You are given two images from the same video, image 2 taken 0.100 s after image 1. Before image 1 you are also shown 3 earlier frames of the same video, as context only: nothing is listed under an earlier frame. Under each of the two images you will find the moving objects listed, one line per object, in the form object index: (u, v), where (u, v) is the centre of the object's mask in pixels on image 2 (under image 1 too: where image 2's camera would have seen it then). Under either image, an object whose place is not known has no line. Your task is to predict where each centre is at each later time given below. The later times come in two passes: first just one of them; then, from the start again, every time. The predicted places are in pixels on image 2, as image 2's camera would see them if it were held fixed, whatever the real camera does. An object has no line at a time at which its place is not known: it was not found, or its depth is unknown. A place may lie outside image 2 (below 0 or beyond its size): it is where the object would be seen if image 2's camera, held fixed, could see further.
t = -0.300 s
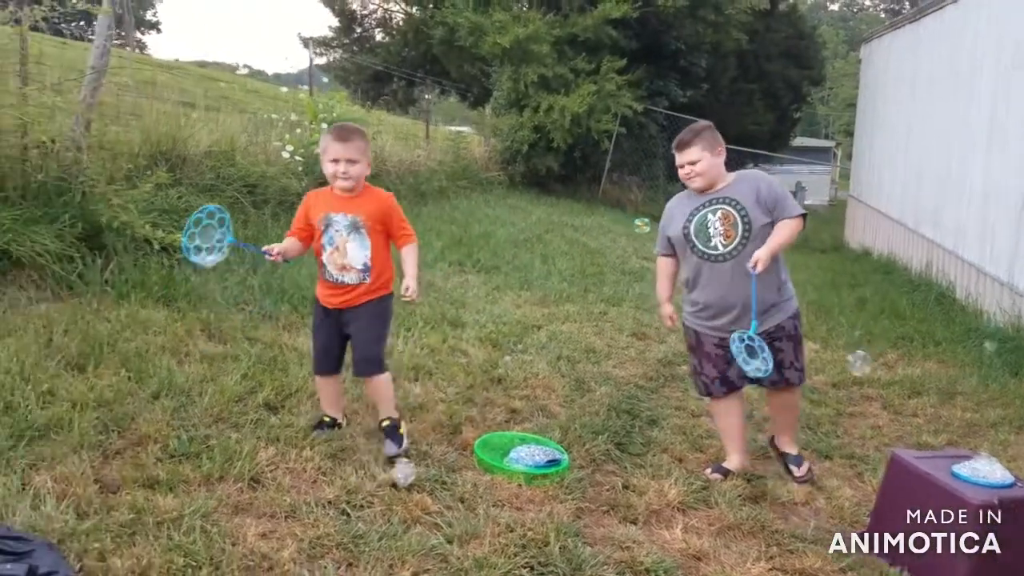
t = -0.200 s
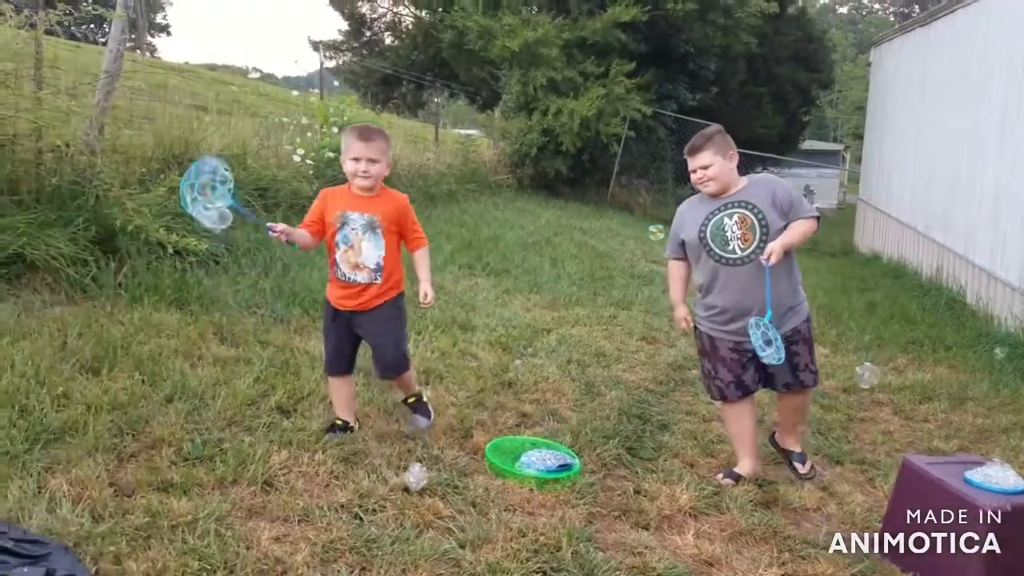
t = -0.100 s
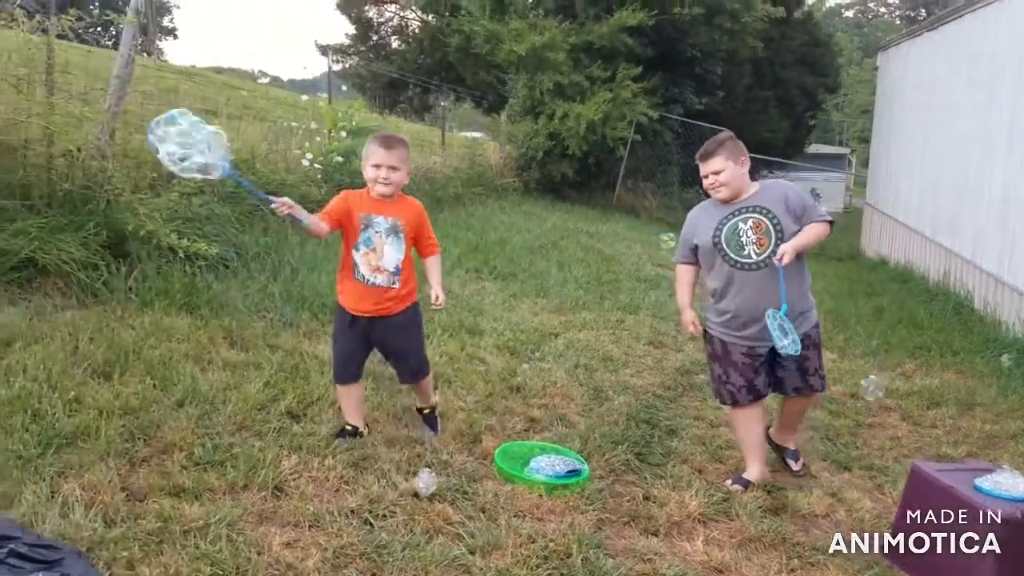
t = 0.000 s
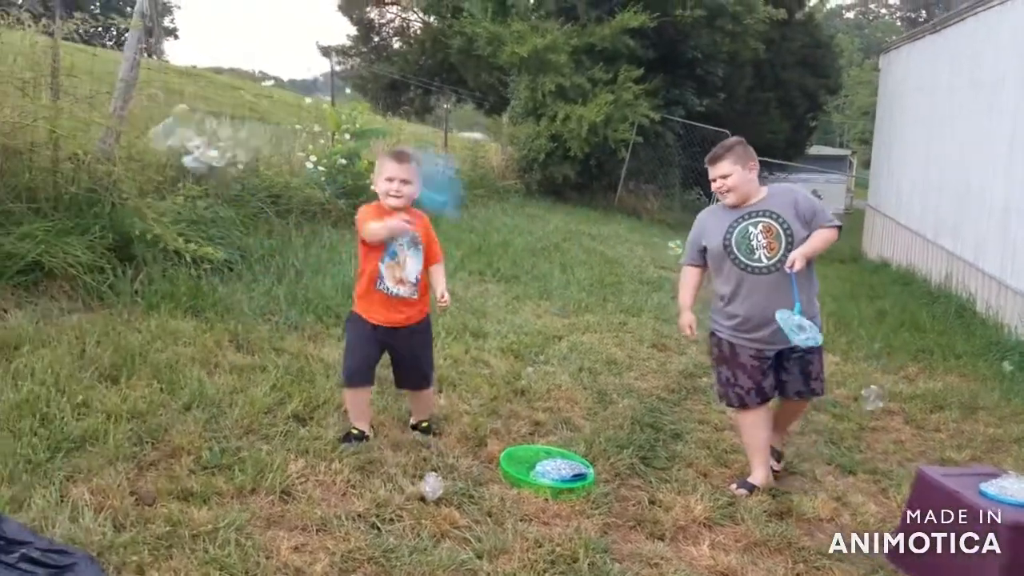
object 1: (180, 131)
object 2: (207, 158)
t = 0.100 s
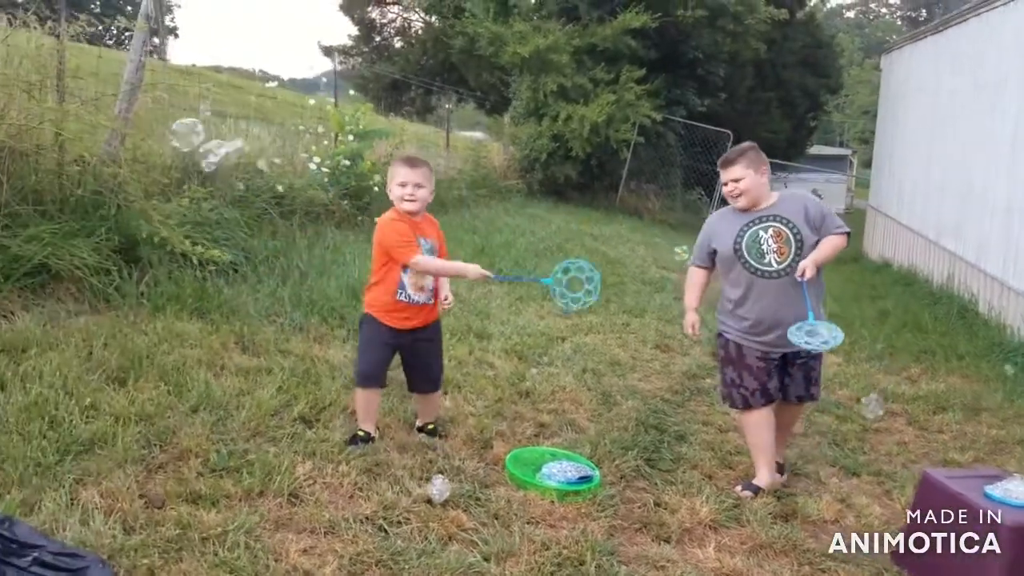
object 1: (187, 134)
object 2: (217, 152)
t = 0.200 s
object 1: (194, 137)
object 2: (227, 155)
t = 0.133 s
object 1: (189, 134)
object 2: (220, 152)
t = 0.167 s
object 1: (190, 137)
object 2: (224, 153)
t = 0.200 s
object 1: (194, 137)
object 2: (227, 155)
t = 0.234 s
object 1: (196, 139)
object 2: (232, 157)
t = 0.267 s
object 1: (197, 140)
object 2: (236, 161)
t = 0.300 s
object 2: (240, 165)
